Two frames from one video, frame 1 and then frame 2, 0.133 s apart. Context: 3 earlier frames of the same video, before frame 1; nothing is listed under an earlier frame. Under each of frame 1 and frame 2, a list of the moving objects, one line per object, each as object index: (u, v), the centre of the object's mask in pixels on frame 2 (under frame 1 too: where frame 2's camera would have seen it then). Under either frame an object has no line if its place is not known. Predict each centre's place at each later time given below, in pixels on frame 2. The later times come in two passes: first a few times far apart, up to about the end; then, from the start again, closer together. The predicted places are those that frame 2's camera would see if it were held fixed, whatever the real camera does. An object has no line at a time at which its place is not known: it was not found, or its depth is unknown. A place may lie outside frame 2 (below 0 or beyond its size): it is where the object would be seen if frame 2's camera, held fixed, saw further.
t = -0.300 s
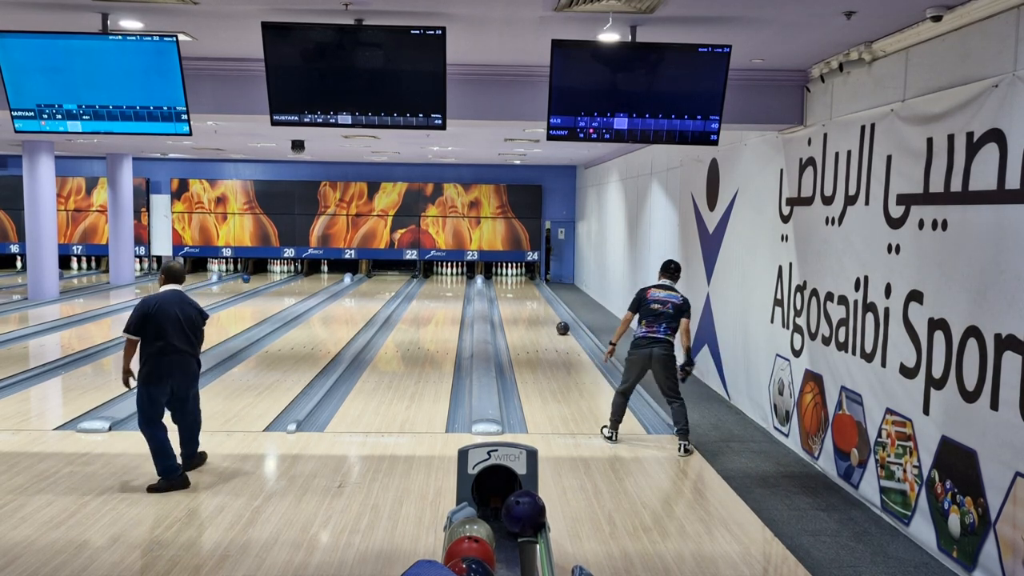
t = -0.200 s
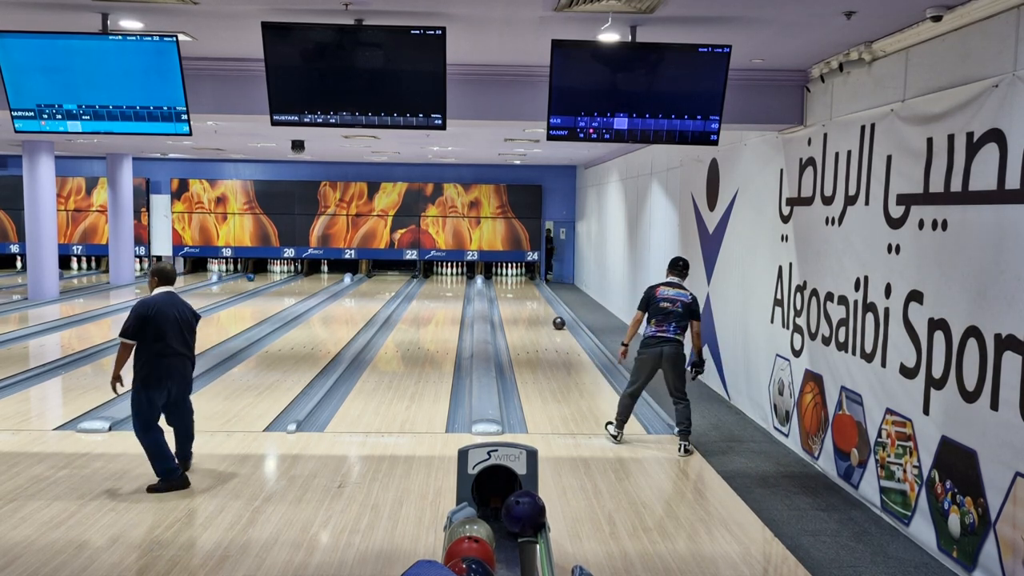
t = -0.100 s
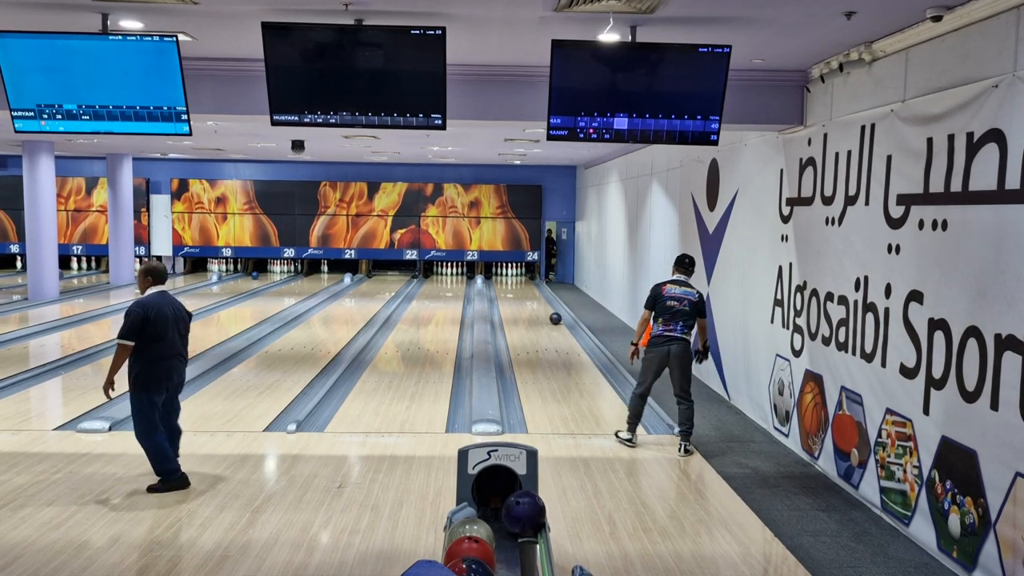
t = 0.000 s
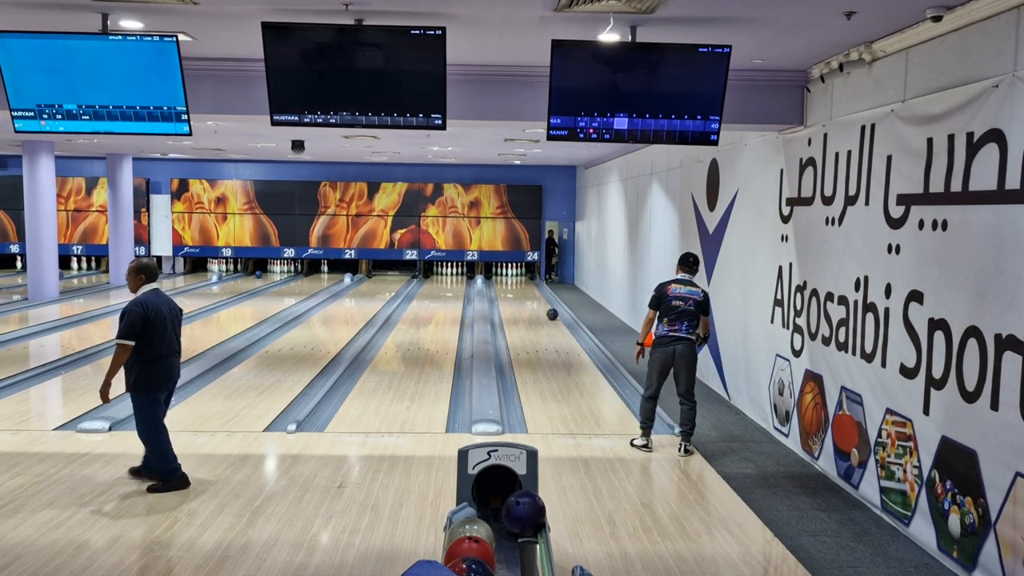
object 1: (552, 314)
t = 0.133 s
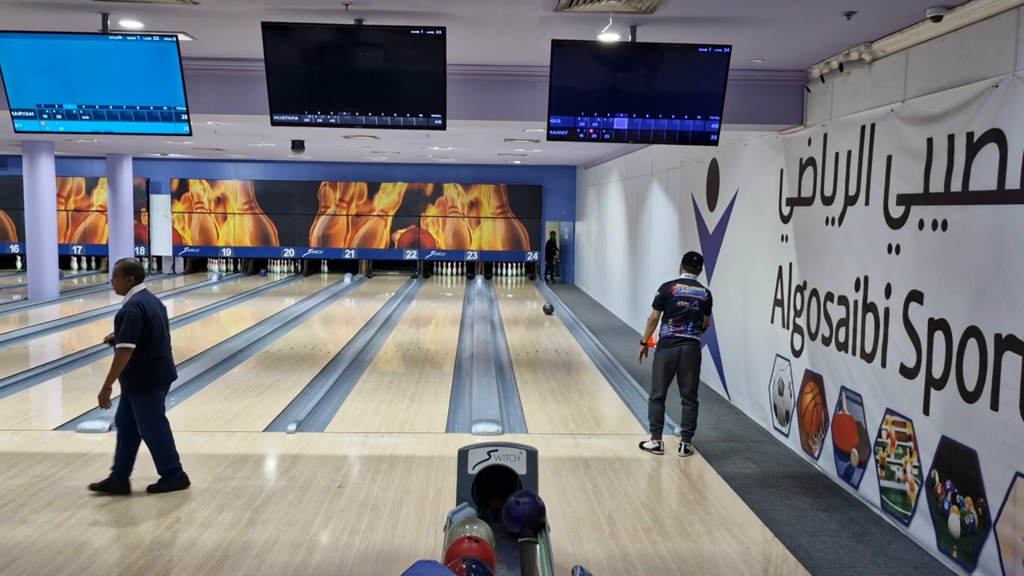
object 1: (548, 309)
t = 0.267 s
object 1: (544, 304)
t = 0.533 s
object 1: (538, 296)
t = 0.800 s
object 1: (532, 289)
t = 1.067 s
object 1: (526, 284)
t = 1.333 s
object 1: (521, 279)
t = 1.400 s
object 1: (519, 278)
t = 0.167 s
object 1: (547, 308)
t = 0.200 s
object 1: (546, 306)
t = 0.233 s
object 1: (545, 305)
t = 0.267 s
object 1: (544, 304)
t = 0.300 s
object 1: (544, 303)
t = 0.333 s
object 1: (542, 302)
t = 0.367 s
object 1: (542, 301)
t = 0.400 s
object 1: (541, 300)
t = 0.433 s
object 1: (540, 299)
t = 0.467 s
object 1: (539, 298)
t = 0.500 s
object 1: (538, 297)
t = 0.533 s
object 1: (538, 296)
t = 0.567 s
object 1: (537, 295)
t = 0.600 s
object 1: (536, 295)
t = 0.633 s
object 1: (535, 294)
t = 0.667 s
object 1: (534, 293)
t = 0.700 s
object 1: (534, 292)
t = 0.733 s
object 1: (533, 291)
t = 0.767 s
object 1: (533, 290)
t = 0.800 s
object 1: (532, 289)
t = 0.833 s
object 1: (531, 289)
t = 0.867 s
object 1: (530, 288)
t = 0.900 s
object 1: (530, 287)
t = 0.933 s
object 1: (529, 286)
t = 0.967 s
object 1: (528, 285)
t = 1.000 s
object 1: (527, 285)
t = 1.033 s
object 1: (527, 284)
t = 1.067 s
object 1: (526, 284)
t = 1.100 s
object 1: (525, 283)
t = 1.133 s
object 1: (525, 282)
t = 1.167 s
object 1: (524, 282)
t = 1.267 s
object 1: (522, 280)
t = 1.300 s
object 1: (521, 280)
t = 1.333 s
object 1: (521, 279)
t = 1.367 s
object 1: (520, 279)
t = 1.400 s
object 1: (519, 278)
